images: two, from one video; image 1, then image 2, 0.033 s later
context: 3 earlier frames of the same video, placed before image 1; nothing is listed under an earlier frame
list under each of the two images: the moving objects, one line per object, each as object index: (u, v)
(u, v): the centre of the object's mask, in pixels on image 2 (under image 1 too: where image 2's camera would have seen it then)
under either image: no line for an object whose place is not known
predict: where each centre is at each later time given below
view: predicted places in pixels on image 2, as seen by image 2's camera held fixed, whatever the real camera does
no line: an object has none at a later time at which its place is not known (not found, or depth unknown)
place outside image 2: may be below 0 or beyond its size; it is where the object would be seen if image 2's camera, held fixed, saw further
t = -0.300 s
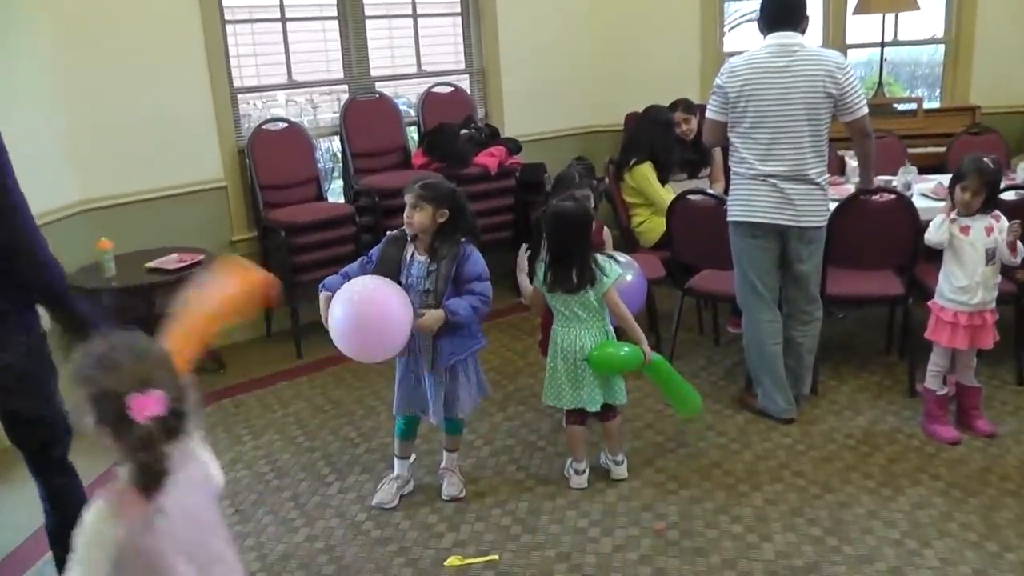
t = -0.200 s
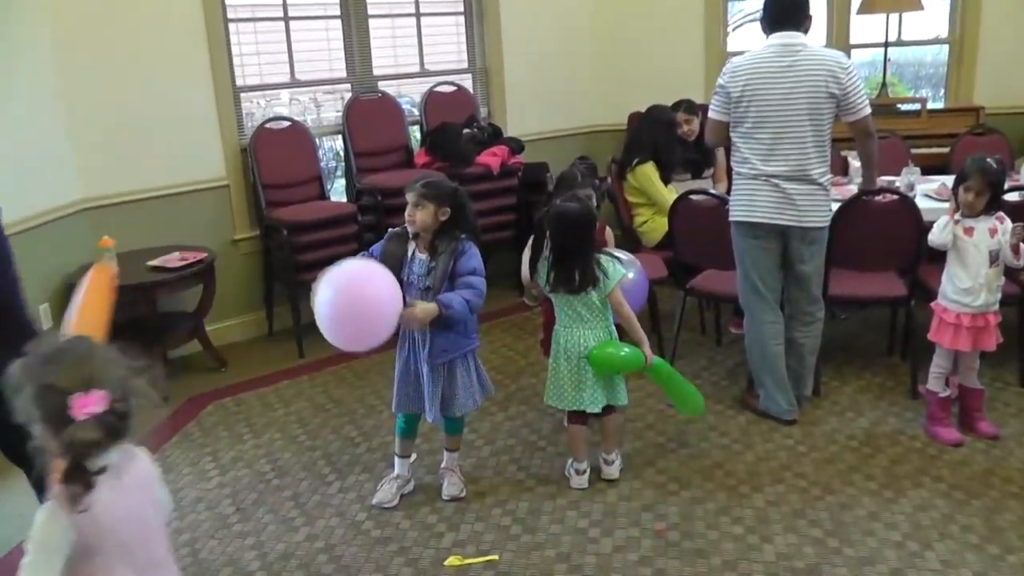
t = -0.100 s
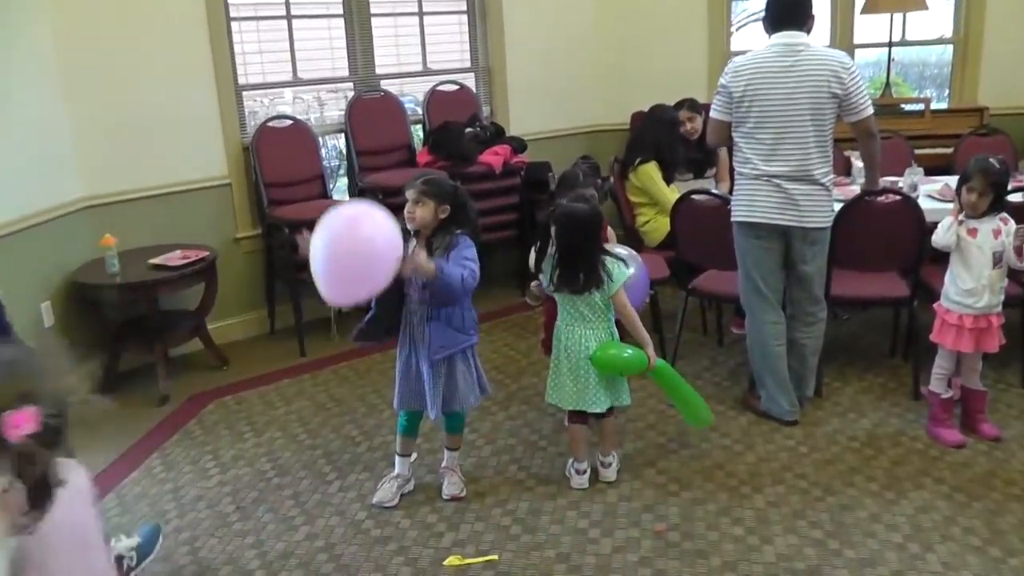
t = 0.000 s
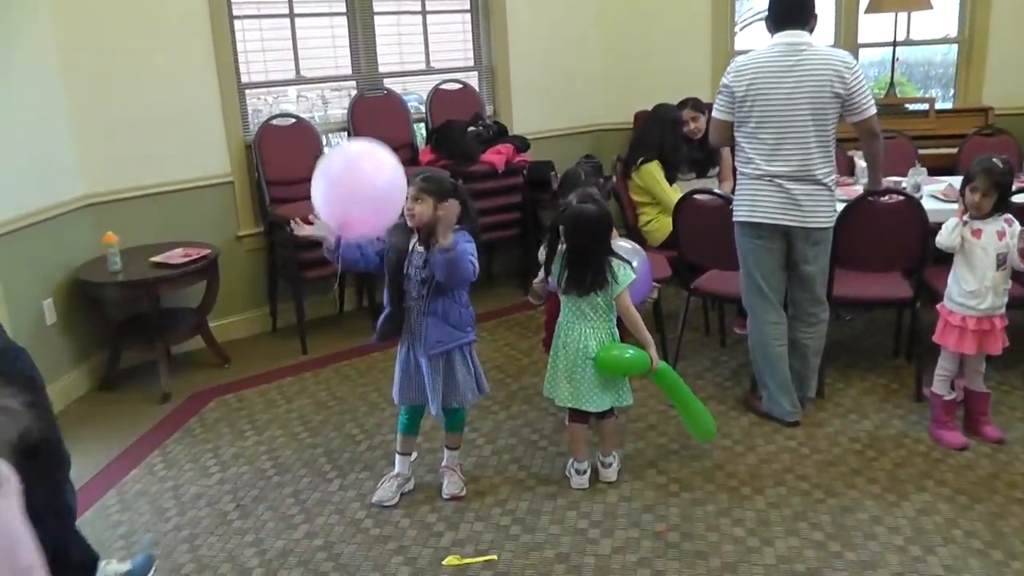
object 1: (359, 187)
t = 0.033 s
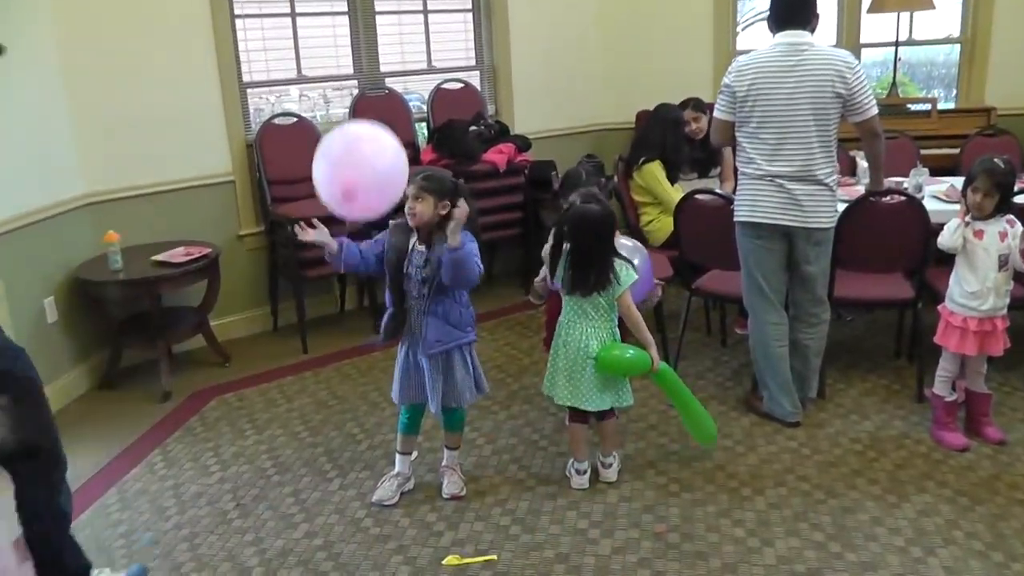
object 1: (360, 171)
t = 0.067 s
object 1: (361, 155)
